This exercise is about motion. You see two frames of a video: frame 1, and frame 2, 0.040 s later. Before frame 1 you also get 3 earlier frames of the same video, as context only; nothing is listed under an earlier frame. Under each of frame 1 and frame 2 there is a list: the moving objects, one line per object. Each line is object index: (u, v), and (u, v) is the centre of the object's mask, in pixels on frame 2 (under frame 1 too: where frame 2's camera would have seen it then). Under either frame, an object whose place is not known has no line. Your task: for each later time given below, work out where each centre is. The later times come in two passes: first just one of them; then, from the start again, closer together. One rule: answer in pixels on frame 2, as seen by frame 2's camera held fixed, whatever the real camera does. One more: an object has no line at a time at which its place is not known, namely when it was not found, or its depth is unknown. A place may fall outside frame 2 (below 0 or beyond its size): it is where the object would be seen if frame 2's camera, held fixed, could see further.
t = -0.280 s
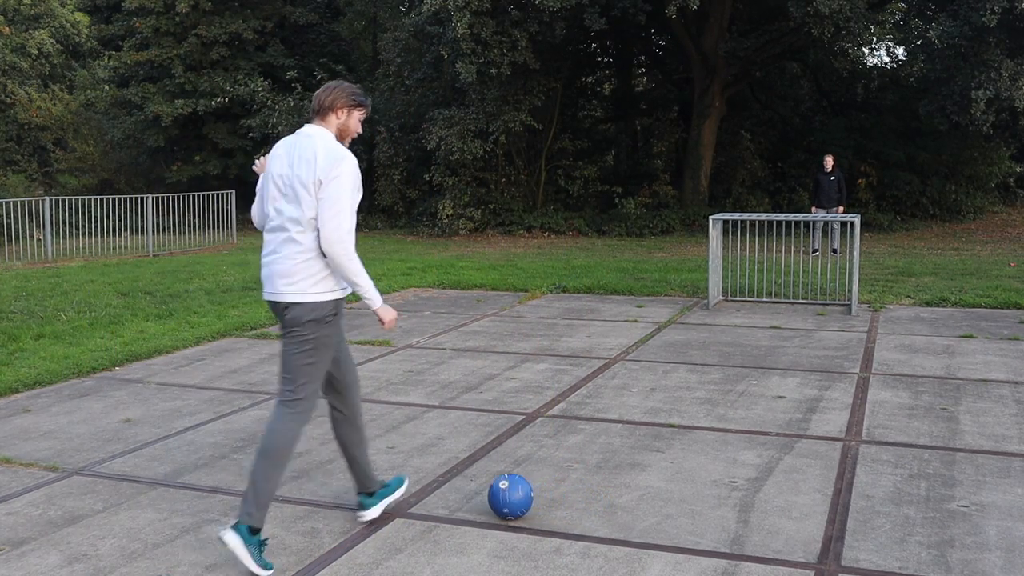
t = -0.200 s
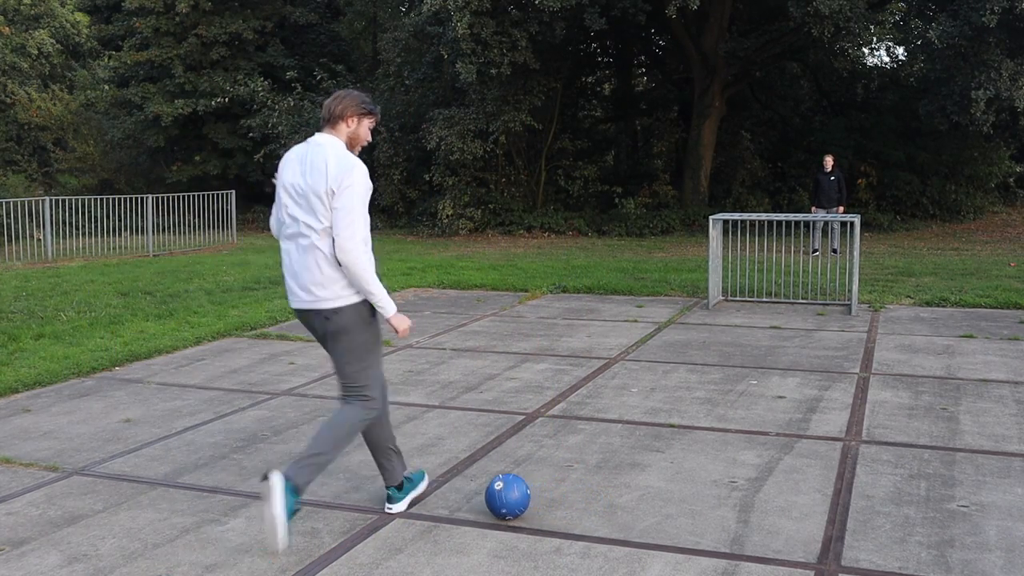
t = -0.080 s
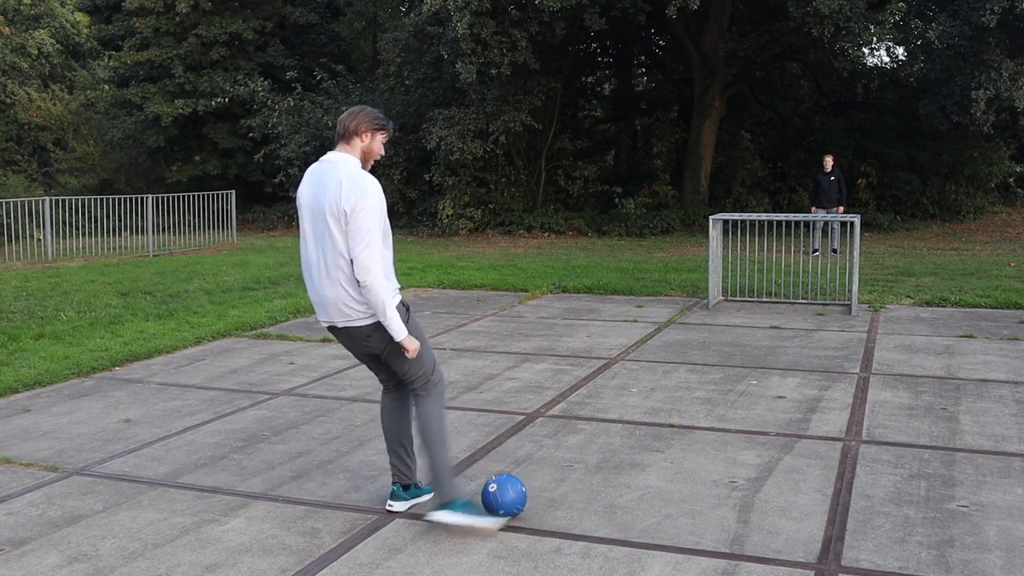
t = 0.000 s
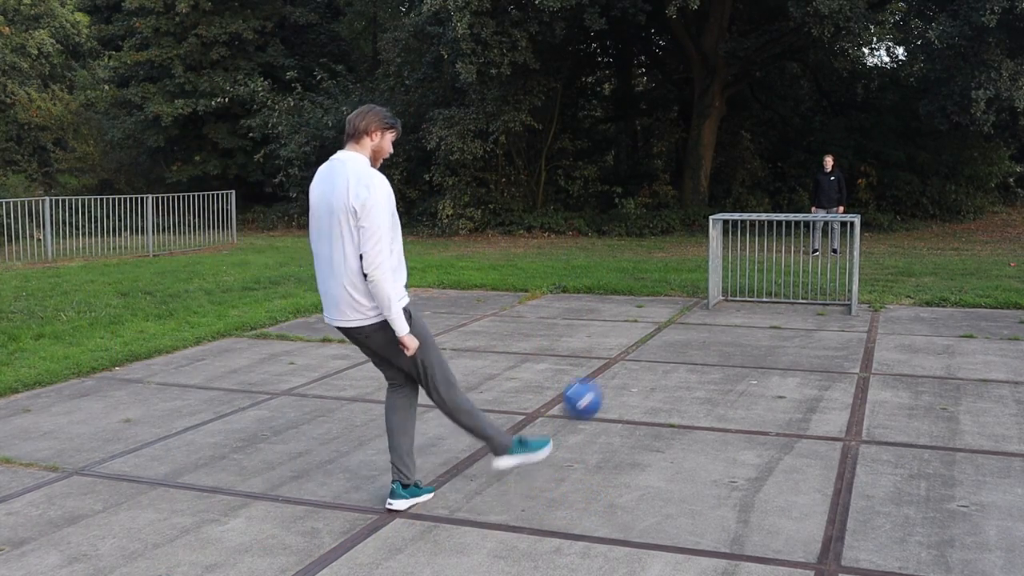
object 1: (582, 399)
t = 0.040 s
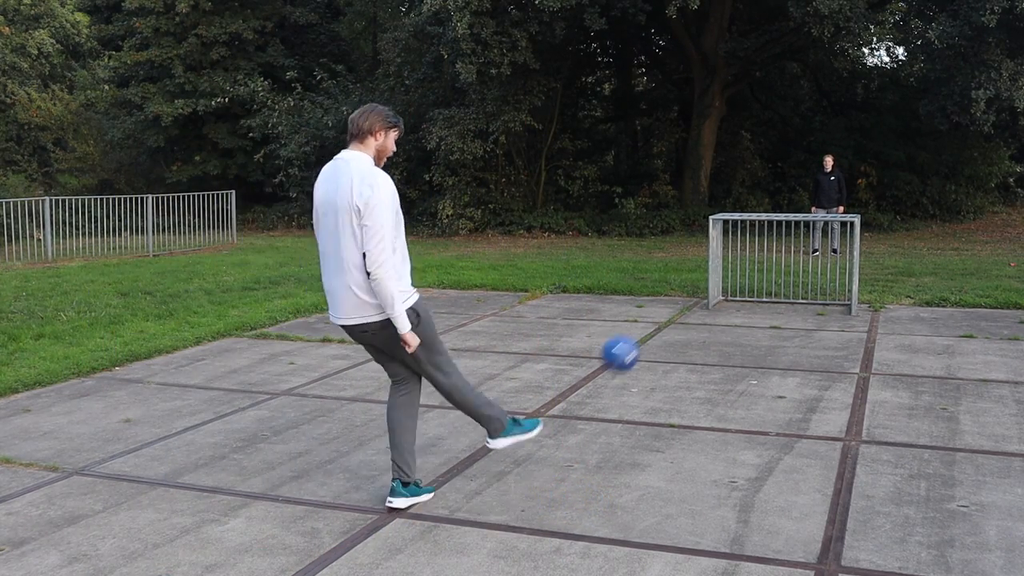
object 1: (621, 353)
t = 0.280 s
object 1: (755, 216)
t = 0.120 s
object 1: (680, 286)
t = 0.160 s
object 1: (702, 262)
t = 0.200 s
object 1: (723, 242)
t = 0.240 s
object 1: (741, 228)
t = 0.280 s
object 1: (755, 216)
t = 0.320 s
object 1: (769, 207)
